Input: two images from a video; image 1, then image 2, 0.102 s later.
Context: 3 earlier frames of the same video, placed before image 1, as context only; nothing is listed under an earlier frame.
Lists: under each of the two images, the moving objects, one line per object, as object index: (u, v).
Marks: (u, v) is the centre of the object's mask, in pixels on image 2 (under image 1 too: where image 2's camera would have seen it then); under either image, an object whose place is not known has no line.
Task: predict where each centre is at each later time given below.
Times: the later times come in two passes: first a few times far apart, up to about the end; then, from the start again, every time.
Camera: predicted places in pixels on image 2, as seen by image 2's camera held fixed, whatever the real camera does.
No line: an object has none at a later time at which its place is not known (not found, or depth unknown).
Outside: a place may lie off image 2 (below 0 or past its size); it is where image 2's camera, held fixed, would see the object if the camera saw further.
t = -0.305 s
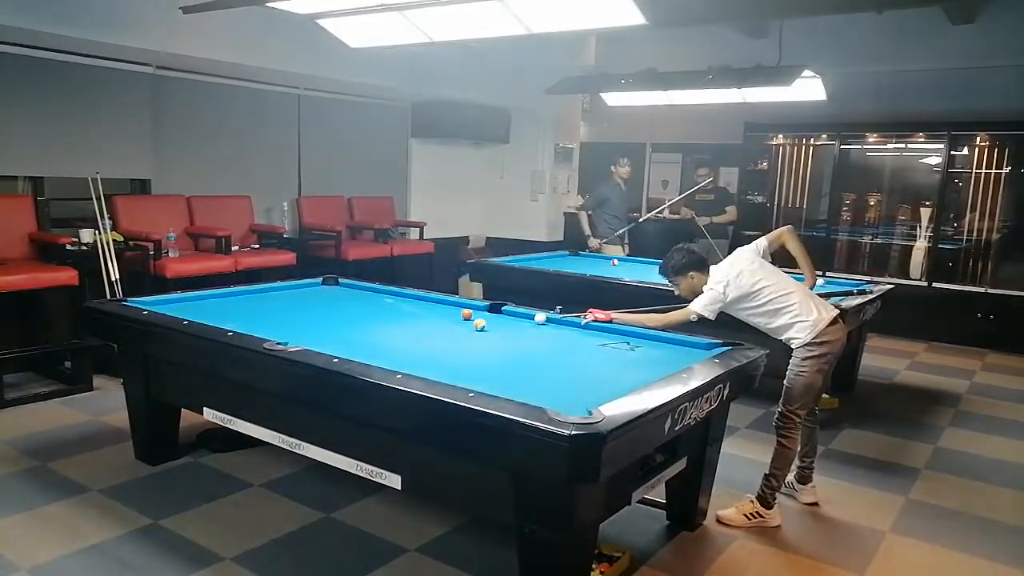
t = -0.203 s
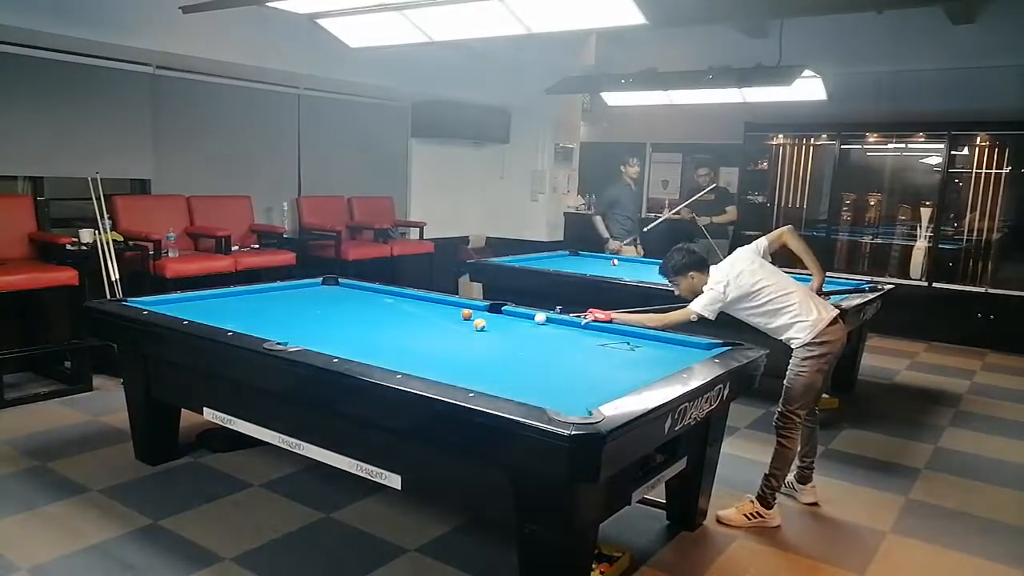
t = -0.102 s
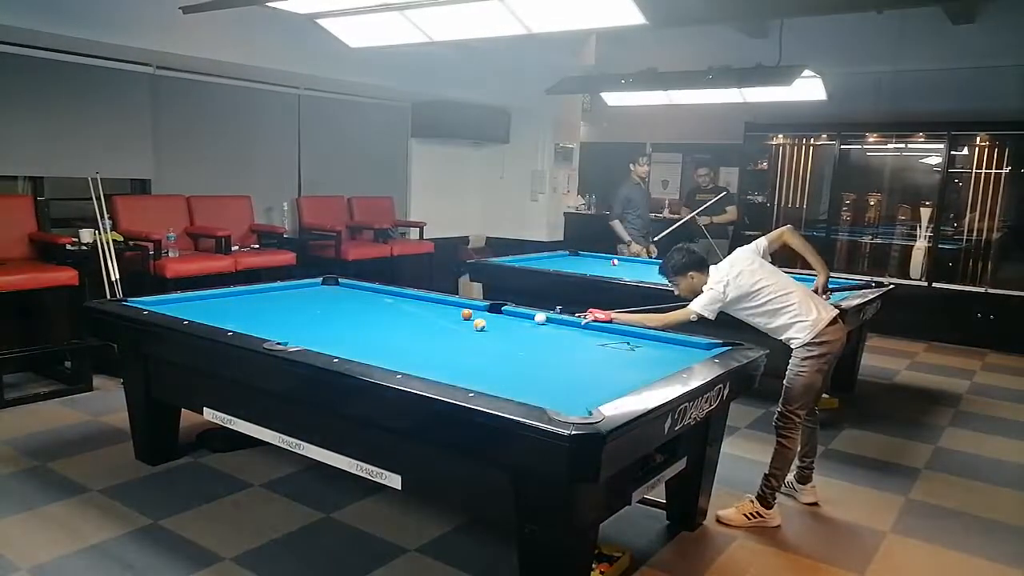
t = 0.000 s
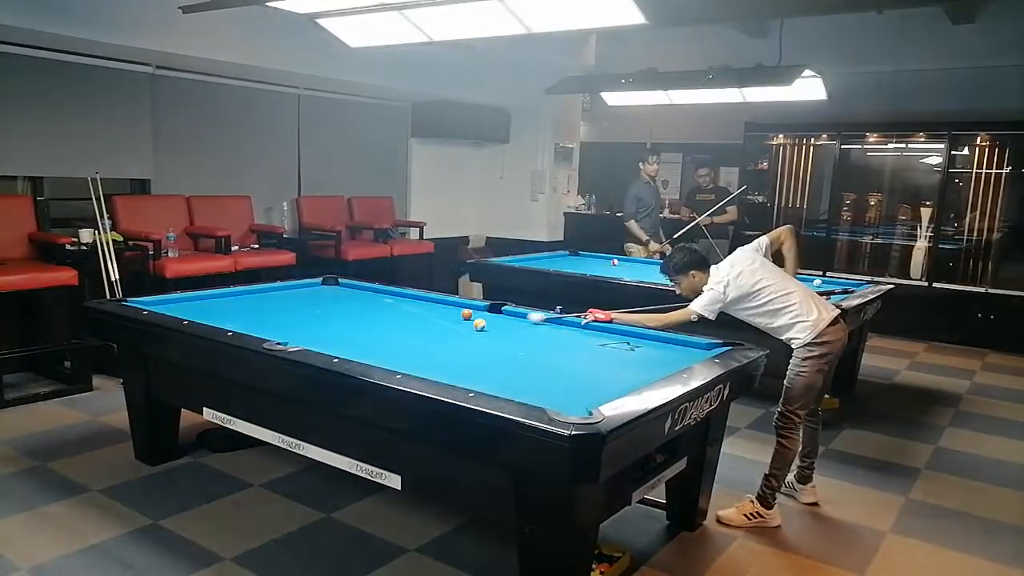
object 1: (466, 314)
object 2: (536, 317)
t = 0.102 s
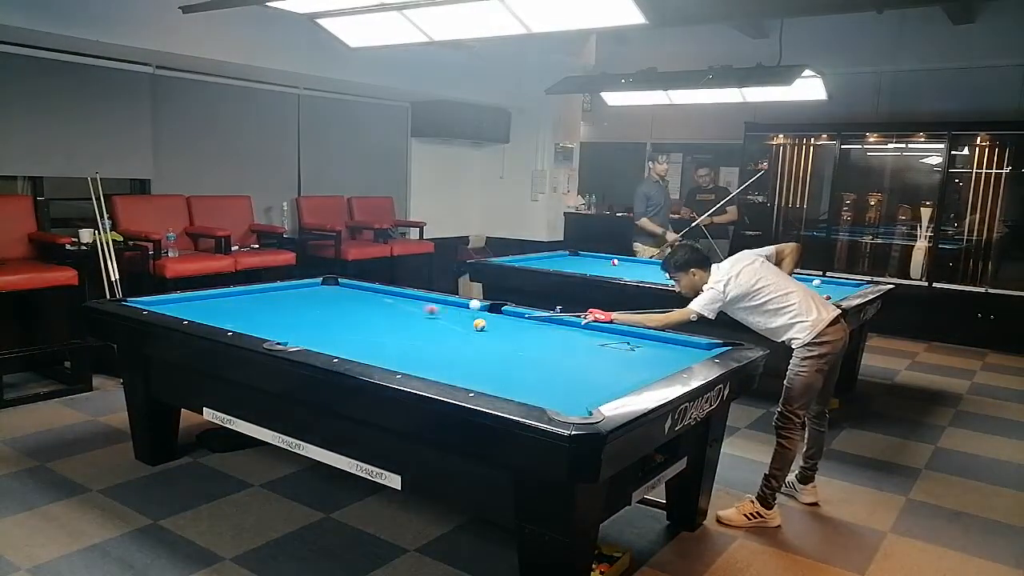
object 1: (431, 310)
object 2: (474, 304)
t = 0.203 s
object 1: (347, 309)
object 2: (467, 301)
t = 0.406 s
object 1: (187, 302)
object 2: (447, 306)
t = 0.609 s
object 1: (181, 310)
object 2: (426, 303)
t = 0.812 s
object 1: (249, 318)
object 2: (406, 299)
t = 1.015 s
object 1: (316, 323)
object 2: (387, 296)
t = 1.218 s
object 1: (384, 329)
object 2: (370, 293)
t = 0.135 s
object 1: (403, 308)
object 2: (472, 301)
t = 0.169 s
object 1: (375, 308)
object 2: (469, 300)
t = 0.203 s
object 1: (347, 309)
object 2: (467, 301)
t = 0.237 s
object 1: (320, 307)
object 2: (465, 303)
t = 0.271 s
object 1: (292, 307)
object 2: (462, 309)
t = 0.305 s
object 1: (265, 305)
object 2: (459, 306)
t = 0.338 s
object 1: (238, 304)
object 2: (455, 304)
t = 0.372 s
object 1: (212, 303)
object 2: (451, 305)
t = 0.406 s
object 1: (187, 302)
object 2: (447, 306)
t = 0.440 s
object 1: (162, 301)
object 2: (444, 305)
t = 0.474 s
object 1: (158, 303)
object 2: (440, 305)
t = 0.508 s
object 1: (160, 305)
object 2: (436, 305)
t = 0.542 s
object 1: (160, 306)
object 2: (433, 304)
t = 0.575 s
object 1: (169, 309)
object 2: (429, 303)
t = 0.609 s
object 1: (181, 310)
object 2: (426, 303)
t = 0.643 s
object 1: (193, 312)
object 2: (423, 302)
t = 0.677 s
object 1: (204, 314)
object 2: (419, 301)
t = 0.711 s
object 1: (215, 315)
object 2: (416, 301)
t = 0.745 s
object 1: (226, 316)
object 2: (412, 300)
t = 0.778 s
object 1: (237, 317)
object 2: (409, 300)
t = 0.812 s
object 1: (249, 318)
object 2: (406, 299)
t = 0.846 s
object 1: (260, 319)
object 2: (403, 299)
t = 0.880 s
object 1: (271, 320)
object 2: (399, 298)
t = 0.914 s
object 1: (282, 320)
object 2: (396, 298)
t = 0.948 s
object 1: (293, 322)
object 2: (393, 297)
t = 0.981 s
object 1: (304, 323)
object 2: (390, 296)
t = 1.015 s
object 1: (316, 323)
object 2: (387, 296)
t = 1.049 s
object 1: (327, 325)
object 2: (384, 295)
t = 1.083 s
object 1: (338, 326)
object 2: (381, 295)
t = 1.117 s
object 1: (349, 326)
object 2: (378, 294)
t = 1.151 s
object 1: (361, 327)
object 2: (375, 294)
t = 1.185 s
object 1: (372, 328)
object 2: (372, 293)
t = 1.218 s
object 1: (384, 329)
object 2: (370, 293)
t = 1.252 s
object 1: (395, 330)
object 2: (367, 292)
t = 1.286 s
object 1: (407, 331)
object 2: (364, 292)
